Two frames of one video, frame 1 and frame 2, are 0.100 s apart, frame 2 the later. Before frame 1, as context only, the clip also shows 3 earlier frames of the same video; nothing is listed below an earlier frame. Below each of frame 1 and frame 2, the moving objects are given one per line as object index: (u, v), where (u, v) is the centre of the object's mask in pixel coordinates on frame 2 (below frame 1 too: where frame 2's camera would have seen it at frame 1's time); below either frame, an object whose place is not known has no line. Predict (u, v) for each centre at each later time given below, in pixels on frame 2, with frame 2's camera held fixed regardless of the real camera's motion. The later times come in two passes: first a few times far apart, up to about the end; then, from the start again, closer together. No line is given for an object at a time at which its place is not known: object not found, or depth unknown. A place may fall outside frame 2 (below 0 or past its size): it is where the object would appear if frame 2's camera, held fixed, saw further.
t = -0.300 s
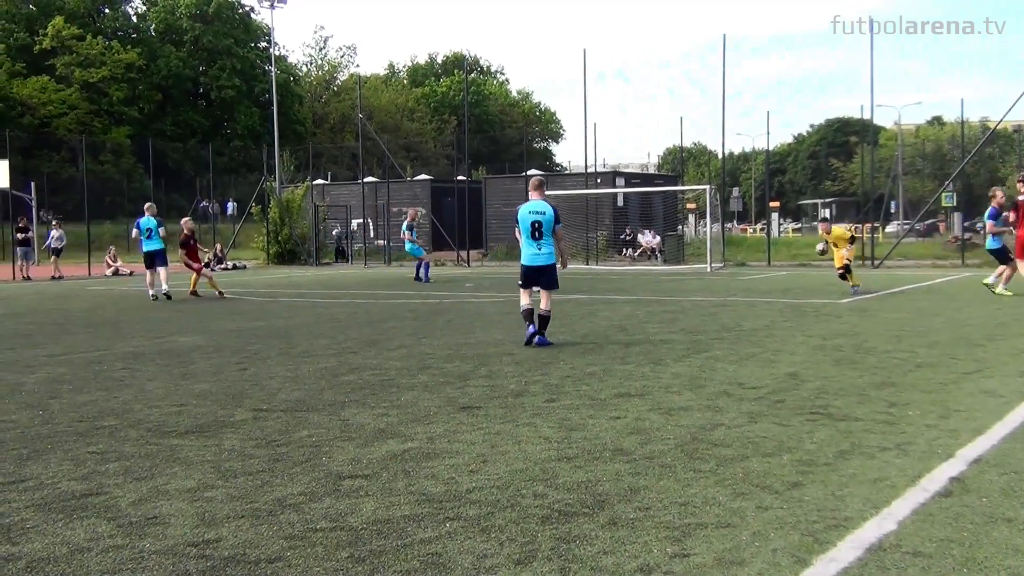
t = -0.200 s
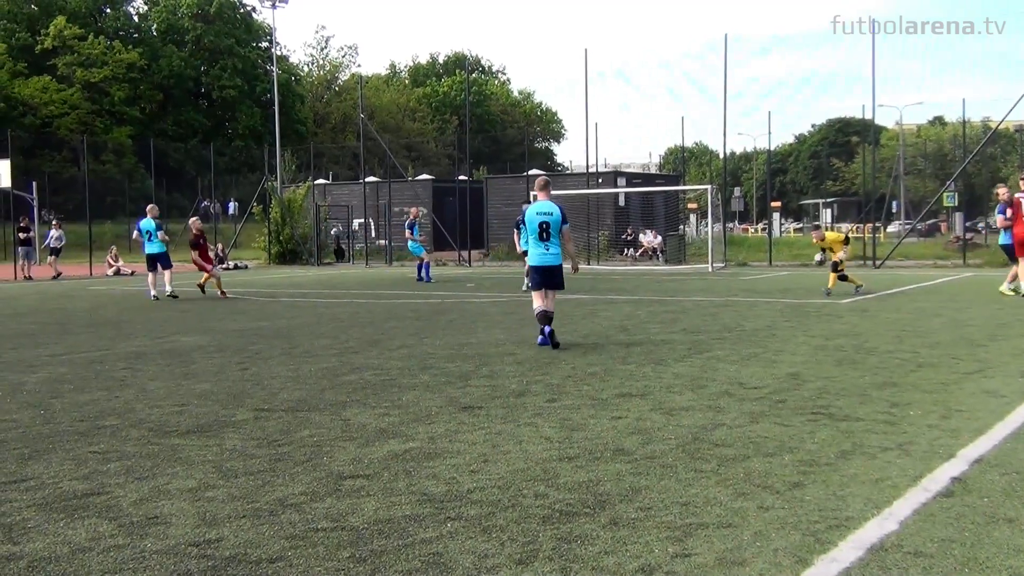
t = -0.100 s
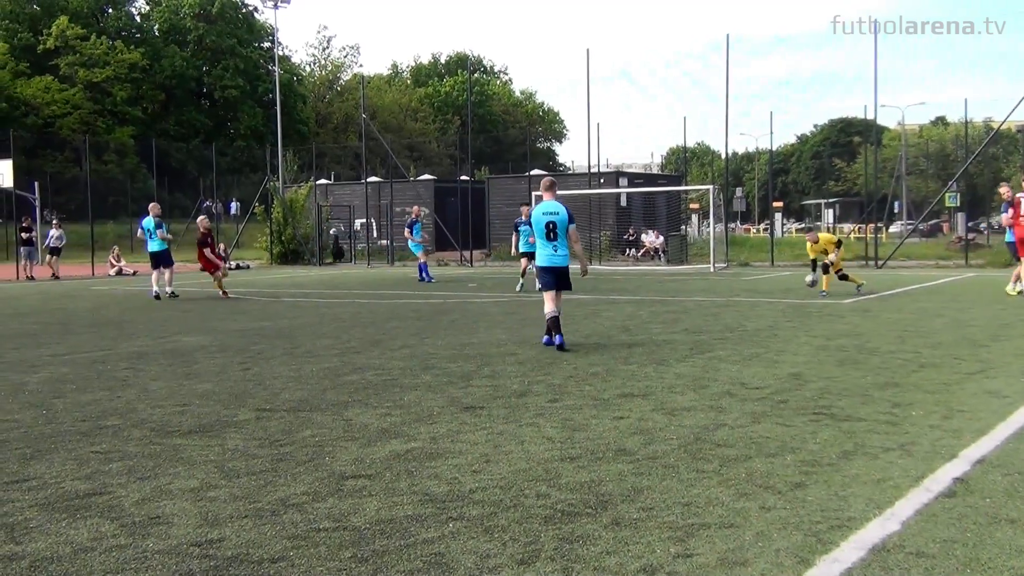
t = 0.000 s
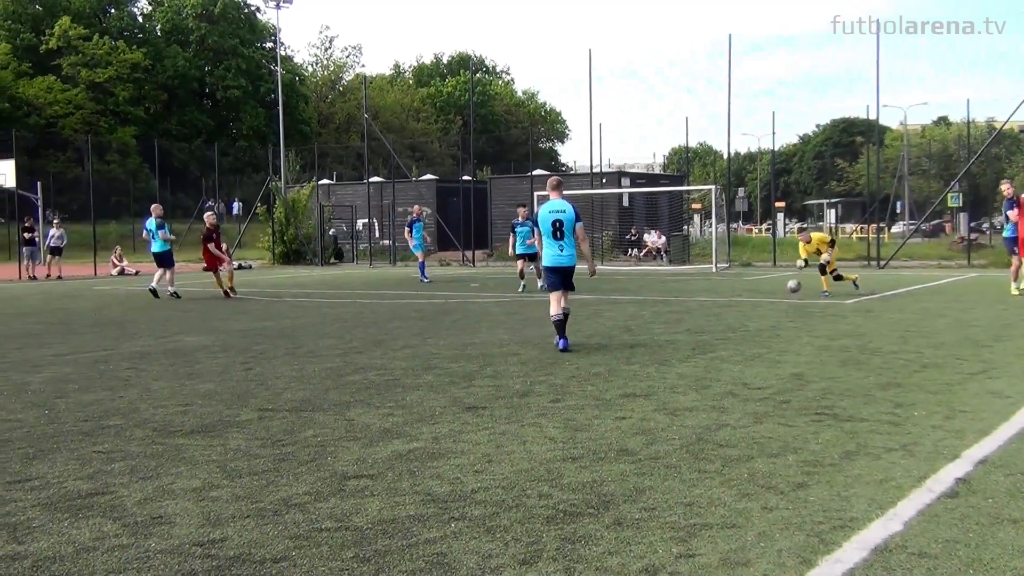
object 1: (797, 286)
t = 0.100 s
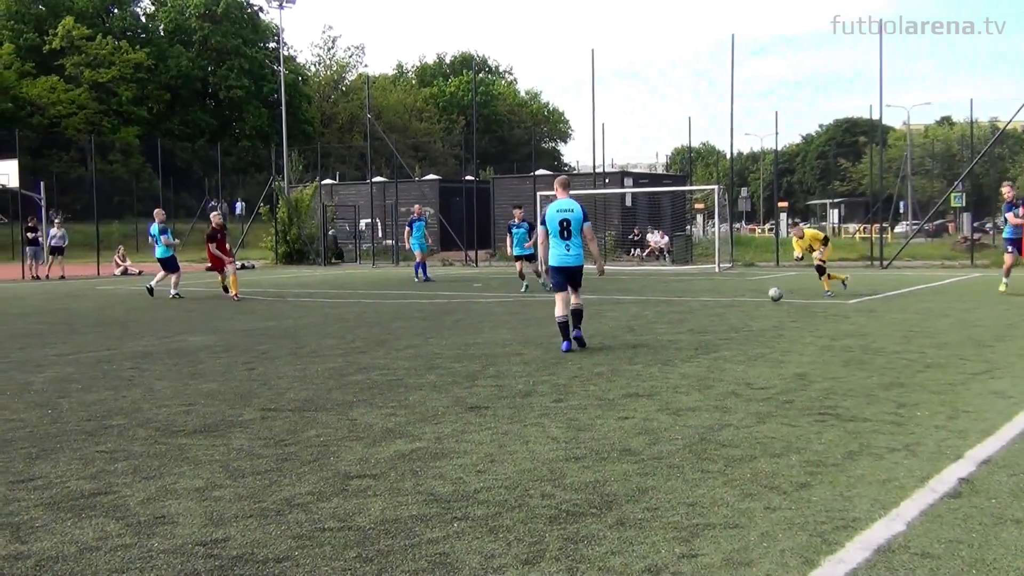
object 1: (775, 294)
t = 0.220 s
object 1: (749, 298)
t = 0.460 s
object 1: (697, 307)
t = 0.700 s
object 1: (643, 321)
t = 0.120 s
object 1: (770, 297)
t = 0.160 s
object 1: (762, 299)
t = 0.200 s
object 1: (754, 298)
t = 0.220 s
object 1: (749, 298)
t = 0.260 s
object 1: (741, 300)
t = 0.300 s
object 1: (732, 303)
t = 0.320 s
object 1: (727, 305)
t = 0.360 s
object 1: (718, 309)
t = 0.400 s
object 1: (709, 308)
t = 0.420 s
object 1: (706, 307)
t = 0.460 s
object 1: (697, 307)
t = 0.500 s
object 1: (688, 309)
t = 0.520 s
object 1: (684, 311)
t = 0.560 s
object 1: (675, 314)
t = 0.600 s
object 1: (665, 321)
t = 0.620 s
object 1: (661, 322)
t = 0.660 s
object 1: (652, 321)
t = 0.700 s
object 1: (643, 321)
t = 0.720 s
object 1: (639, 322)
